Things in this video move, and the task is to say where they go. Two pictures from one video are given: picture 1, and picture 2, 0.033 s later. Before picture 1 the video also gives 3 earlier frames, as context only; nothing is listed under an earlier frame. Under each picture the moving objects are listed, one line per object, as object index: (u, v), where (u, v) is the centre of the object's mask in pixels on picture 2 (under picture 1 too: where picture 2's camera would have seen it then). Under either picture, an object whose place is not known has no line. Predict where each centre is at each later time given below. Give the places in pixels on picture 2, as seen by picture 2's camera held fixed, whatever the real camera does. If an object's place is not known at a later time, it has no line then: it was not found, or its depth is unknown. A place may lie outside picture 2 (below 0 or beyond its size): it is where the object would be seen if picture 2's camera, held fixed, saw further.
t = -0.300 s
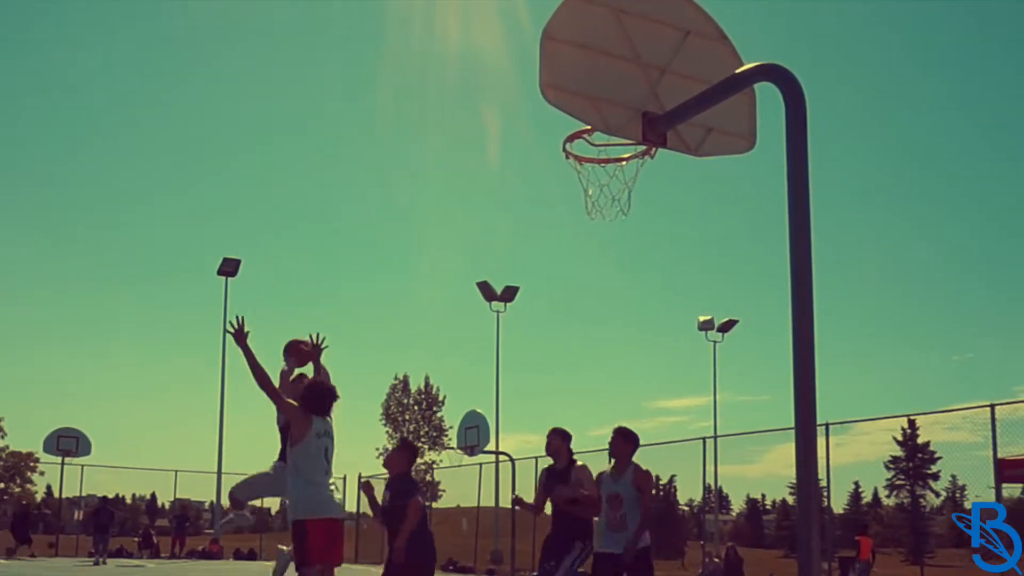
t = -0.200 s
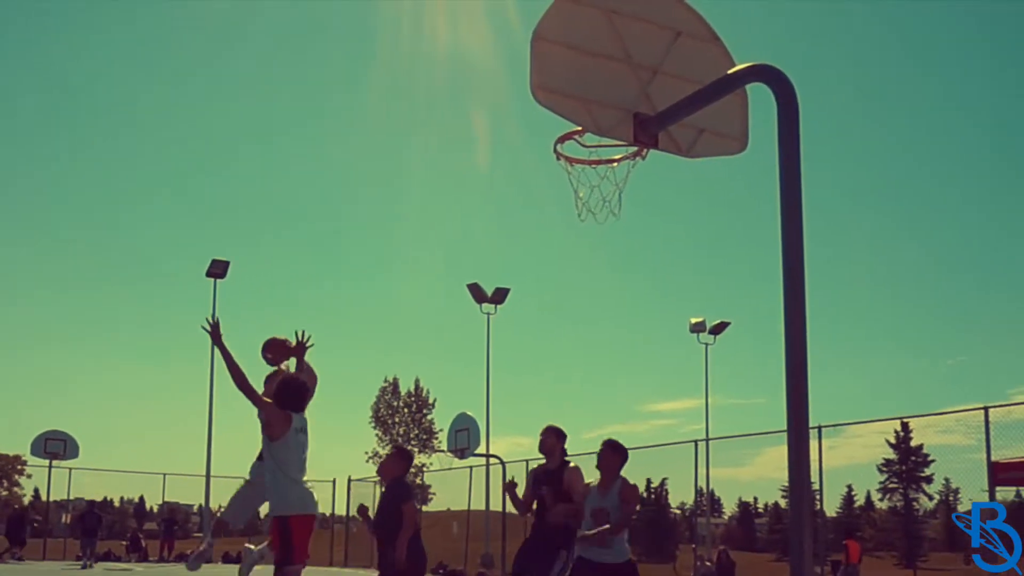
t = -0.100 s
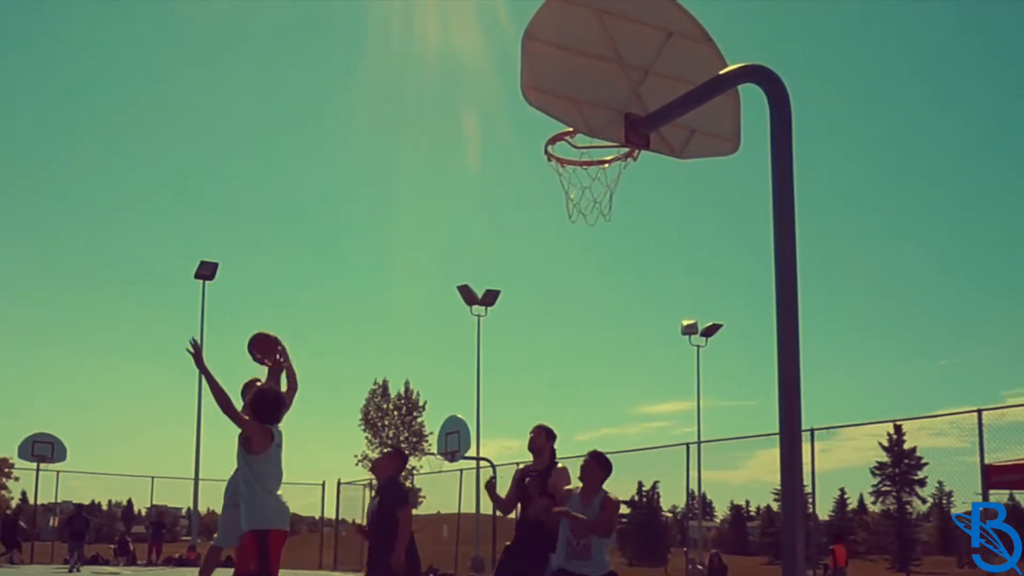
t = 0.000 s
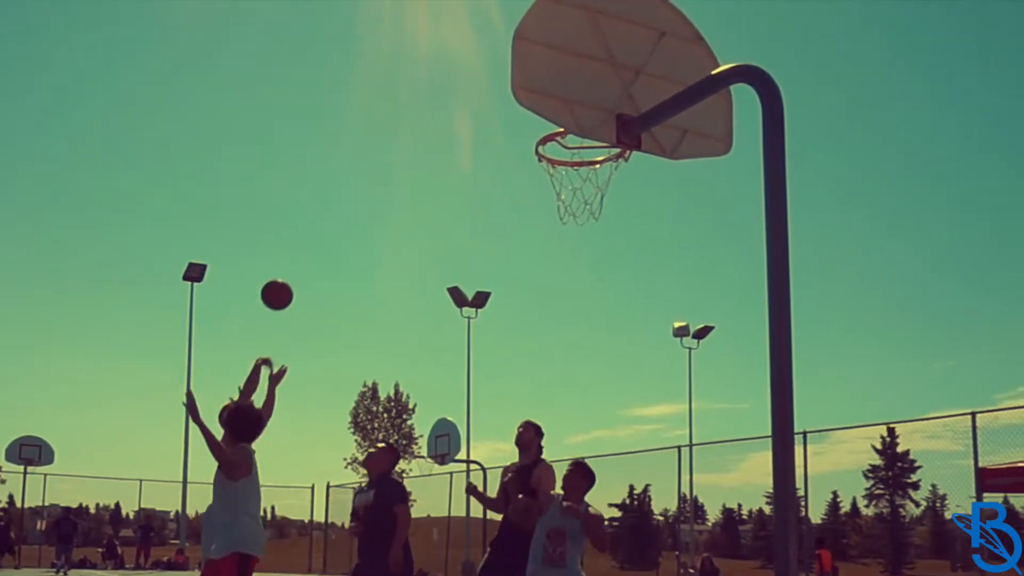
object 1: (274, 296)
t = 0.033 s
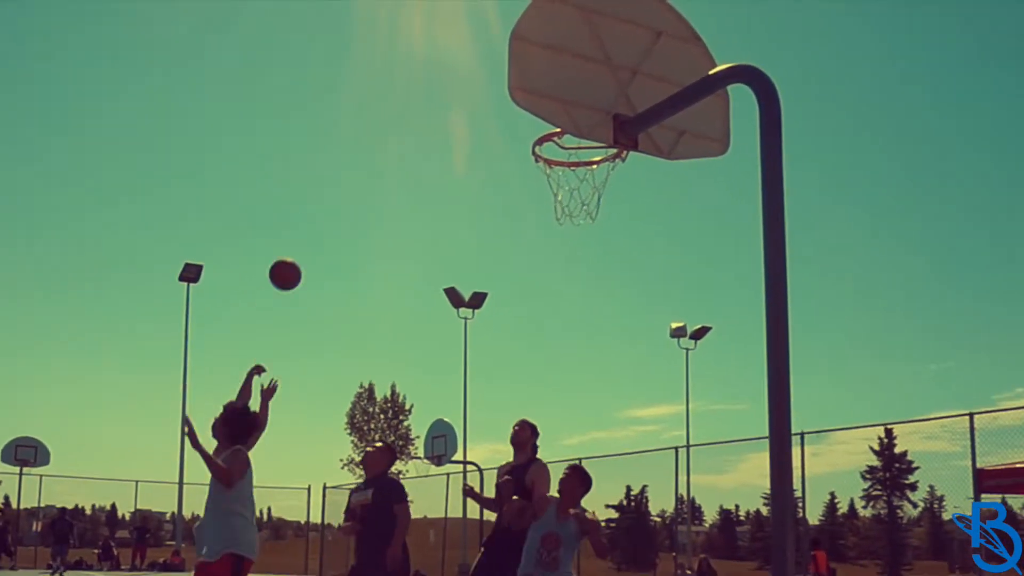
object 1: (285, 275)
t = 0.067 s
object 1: (296, 255)
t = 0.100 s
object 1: (307, 236)
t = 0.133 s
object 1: (319, 218)
